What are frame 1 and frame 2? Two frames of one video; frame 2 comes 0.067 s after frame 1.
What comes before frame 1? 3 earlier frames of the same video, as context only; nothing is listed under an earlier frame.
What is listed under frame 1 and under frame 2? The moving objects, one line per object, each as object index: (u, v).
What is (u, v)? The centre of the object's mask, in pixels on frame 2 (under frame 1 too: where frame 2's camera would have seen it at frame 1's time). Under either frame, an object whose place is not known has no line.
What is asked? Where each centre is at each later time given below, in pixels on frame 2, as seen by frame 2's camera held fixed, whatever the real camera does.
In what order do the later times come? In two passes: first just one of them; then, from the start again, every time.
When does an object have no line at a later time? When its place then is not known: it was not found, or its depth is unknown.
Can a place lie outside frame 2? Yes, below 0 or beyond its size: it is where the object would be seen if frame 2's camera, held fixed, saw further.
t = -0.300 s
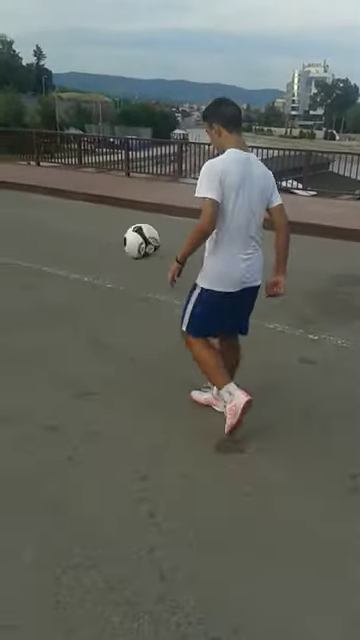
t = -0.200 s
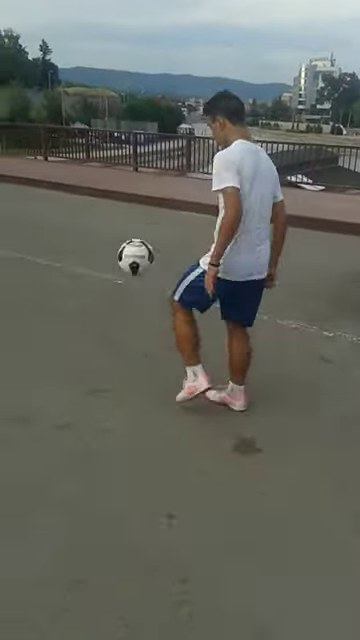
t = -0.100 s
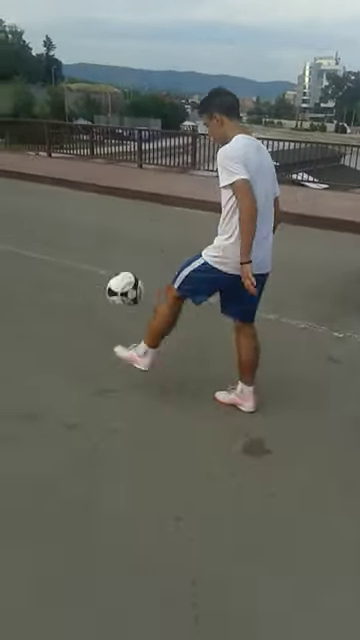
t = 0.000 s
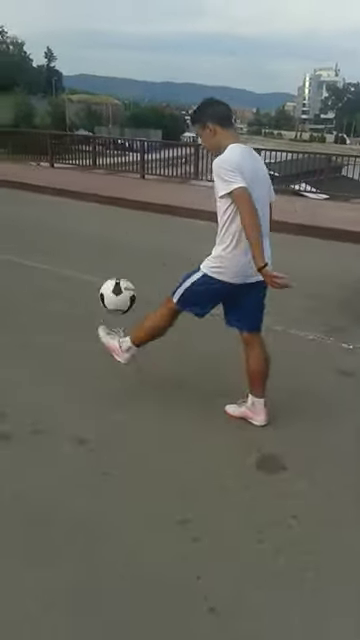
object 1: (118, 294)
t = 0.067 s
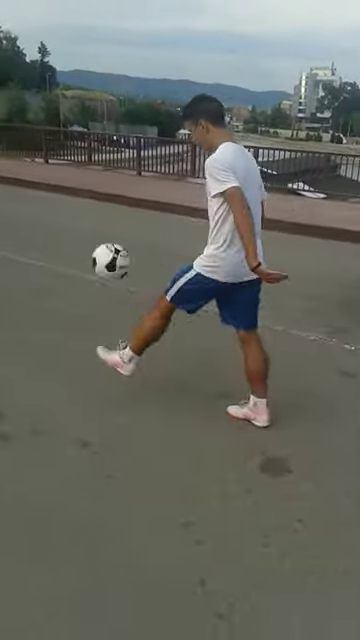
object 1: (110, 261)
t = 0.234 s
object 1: (100, 211)
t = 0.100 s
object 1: (109, 247)
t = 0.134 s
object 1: (106, 235)
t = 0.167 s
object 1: (103, 225)
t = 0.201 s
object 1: (102, 217)
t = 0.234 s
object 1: (100, 211)
